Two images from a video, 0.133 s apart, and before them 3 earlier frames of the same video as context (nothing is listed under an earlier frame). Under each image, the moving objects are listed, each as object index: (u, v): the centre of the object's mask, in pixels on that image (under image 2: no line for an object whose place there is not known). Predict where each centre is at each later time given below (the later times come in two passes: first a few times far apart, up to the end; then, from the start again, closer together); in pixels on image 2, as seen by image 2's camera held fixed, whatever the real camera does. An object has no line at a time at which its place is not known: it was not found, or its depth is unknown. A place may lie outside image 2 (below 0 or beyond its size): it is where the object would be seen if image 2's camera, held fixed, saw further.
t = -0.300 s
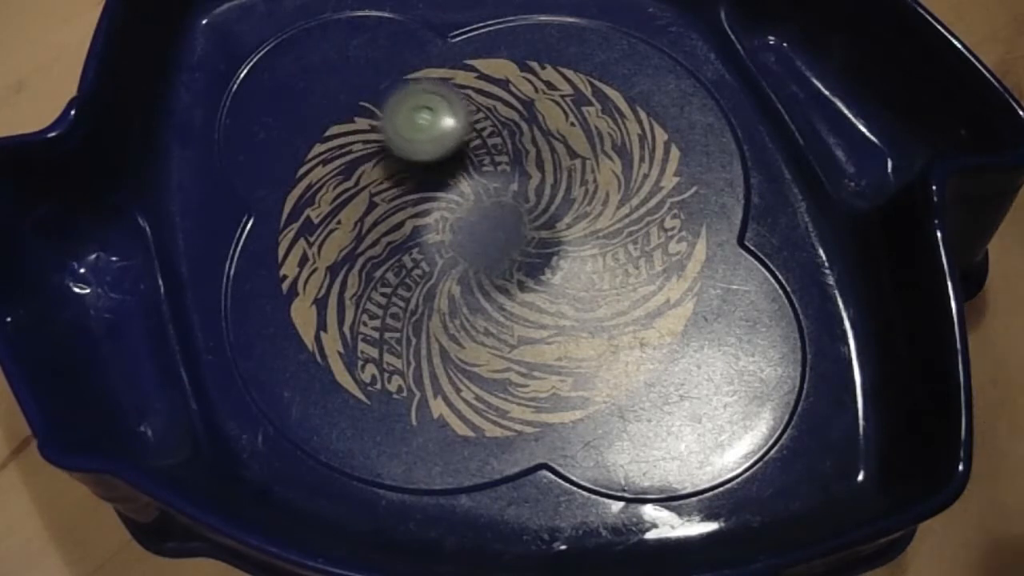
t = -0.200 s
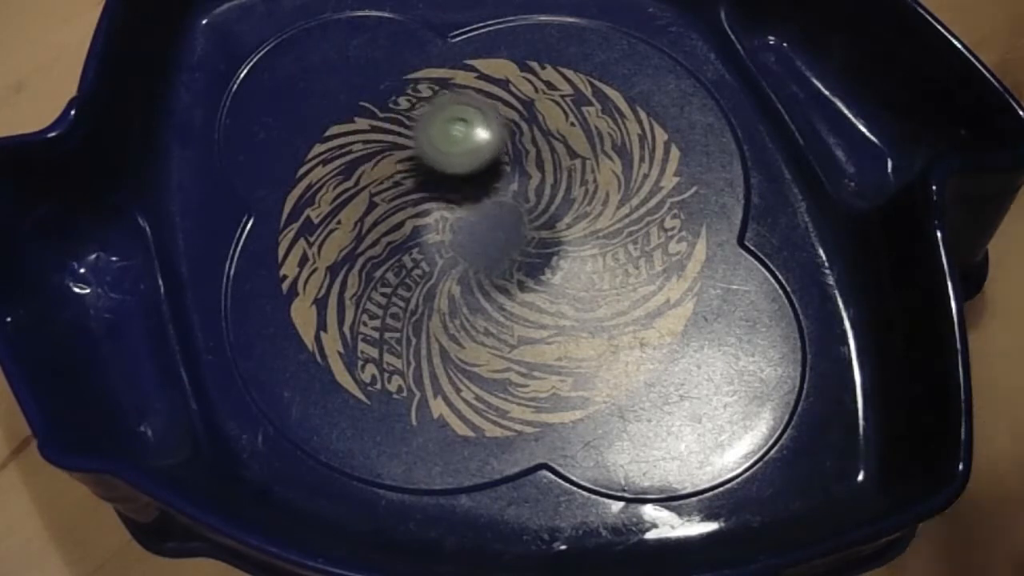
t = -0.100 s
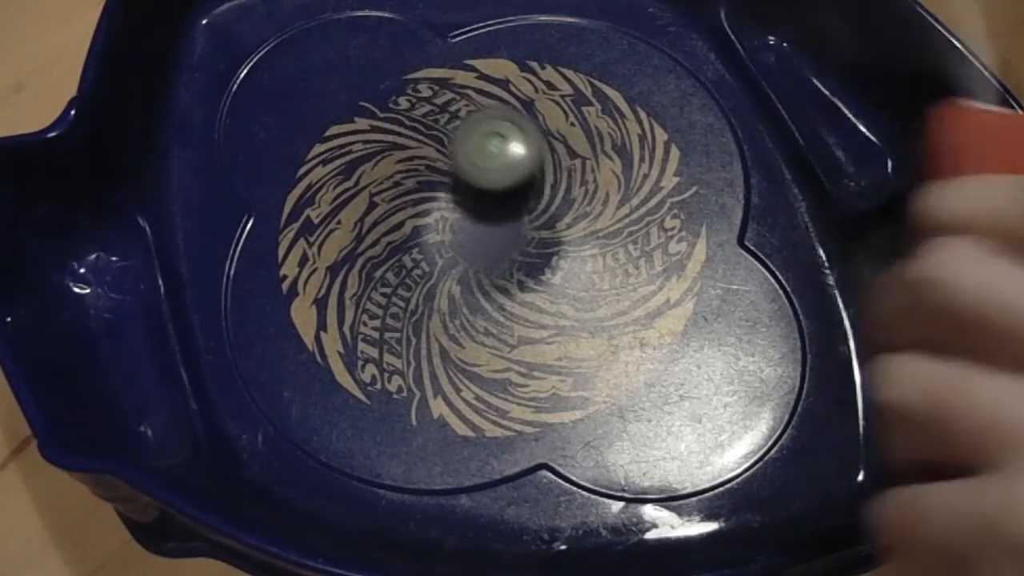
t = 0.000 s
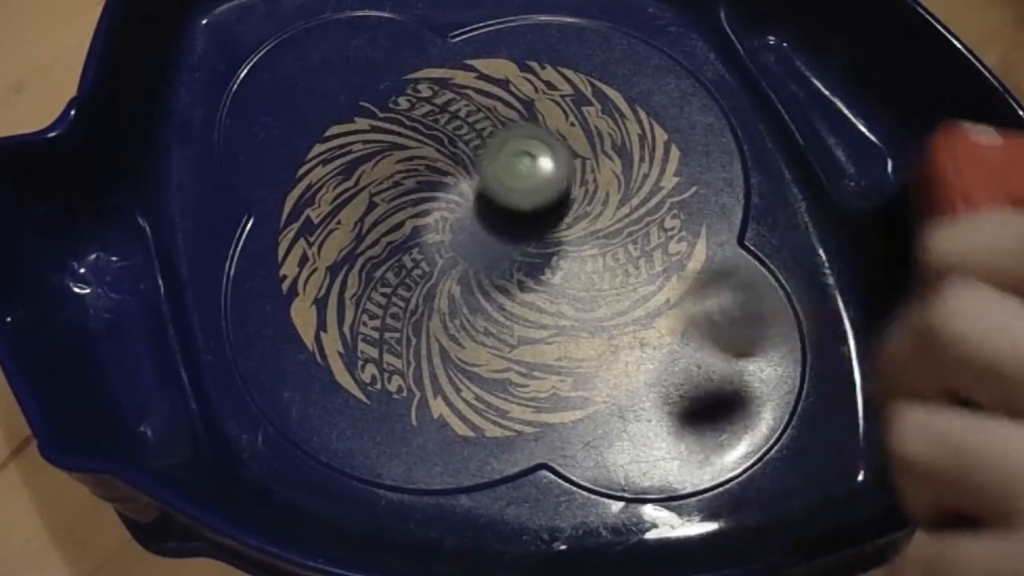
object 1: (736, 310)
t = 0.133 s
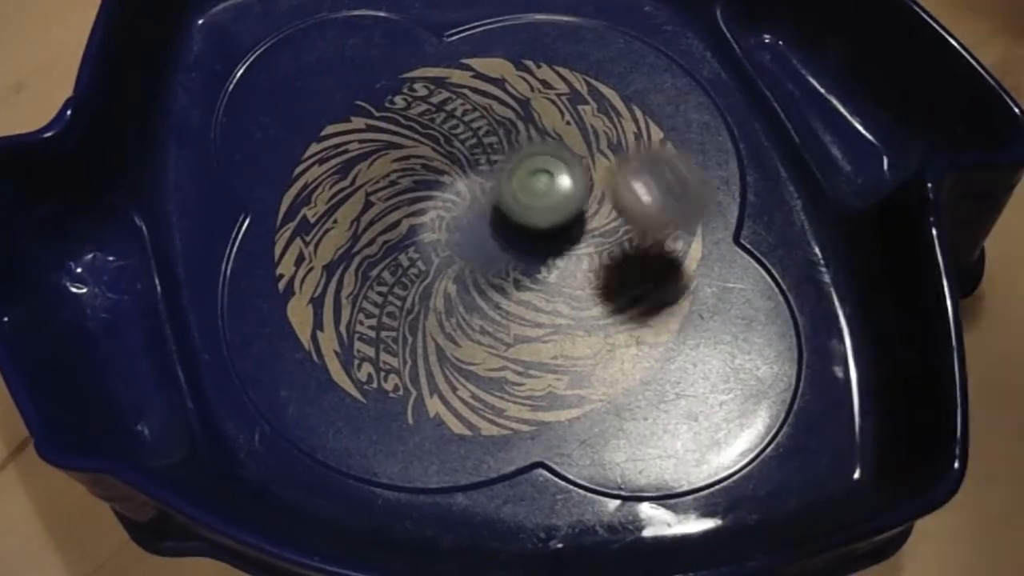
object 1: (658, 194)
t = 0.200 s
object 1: (636, 167)
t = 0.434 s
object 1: (687, 91)
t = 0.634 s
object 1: (654, 24)
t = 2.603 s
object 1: (586, 448)
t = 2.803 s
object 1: (588, 460)
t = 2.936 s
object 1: (578, 459)
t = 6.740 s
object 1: (634, 231)
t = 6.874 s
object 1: (637, 260)
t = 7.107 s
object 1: (625, 306)
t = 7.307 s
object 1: (607, 341)
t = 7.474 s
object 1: (580, 360)
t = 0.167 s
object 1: (641, 174)
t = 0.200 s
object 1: (636, 167)
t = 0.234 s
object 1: (657, 160)
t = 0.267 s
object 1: (673, 153)
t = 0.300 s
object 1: (680, 136)
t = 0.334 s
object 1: (686, 129)
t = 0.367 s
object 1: (687, 115)
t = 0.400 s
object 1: (686, 103)
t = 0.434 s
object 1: (687, 91)
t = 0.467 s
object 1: (685, 75)
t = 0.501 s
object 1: (684, 60)
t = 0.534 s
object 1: (681, 46)
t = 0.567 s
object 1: (673, 36)
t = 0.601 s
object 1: (662, 29)
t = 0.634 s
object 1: (654, 24)
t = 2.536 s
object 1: (580, 440)
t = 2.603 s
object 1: (586, 448)
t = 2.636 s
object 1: (587, 451)
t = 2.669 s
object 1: (589, 453)
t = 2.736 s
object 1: (589, 457)
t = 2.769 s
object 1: (589, 459)
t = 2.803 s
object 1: (588, 460)
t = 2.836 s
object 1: (586, 460)
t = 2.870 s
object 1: (583, 460)
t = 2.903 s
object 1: (581, 460)
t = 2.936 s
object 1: (578, 459)
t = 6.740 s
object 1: (634, 231)
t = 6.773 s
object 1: (636, 239)
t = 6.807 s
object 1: (637, 247)
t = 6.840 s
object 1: (638, 253)
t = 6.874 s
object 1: (637, 260)
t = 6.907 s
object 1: (636, 266)
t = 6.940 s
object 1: (634, 273)
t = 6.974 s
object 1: (633, 280)
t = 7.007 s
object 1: (631, 287)
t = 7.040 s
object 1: (629, 293)
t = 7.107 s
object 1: (625, 306)
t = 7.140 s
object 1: (622, 312)
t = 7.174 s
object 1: (620, 318)
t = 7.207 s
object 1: (618, 325)
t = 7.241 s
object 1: (615, 329)
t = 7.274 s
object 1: (611, 334)
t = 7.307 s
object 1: (607, 341)
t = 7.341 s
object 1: (603, 344)
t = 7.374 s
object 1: (598, 349)
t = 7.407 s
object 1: (593, 352)
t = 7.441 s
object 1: (586, 356)
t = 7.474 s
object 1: (580, 360)
